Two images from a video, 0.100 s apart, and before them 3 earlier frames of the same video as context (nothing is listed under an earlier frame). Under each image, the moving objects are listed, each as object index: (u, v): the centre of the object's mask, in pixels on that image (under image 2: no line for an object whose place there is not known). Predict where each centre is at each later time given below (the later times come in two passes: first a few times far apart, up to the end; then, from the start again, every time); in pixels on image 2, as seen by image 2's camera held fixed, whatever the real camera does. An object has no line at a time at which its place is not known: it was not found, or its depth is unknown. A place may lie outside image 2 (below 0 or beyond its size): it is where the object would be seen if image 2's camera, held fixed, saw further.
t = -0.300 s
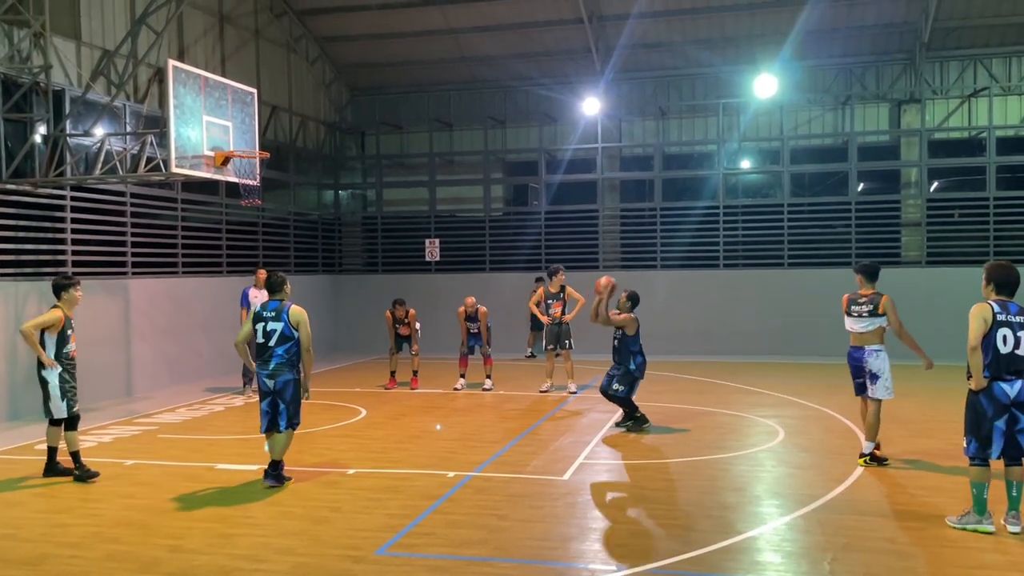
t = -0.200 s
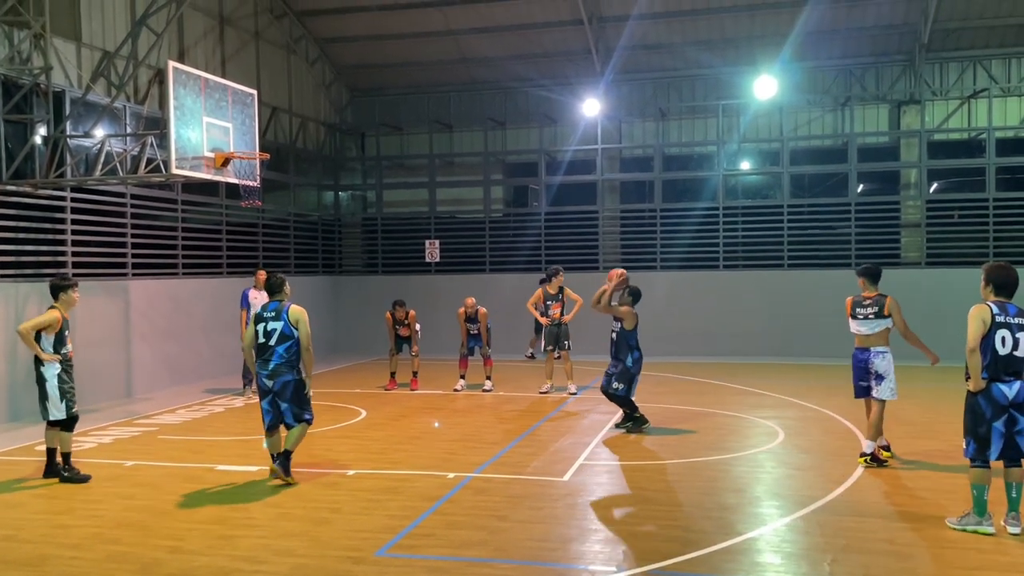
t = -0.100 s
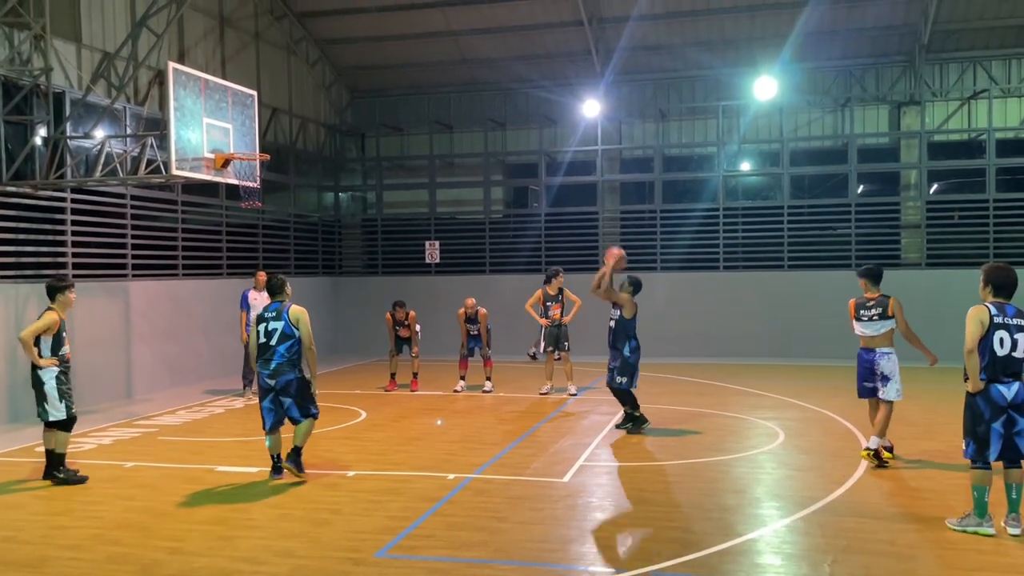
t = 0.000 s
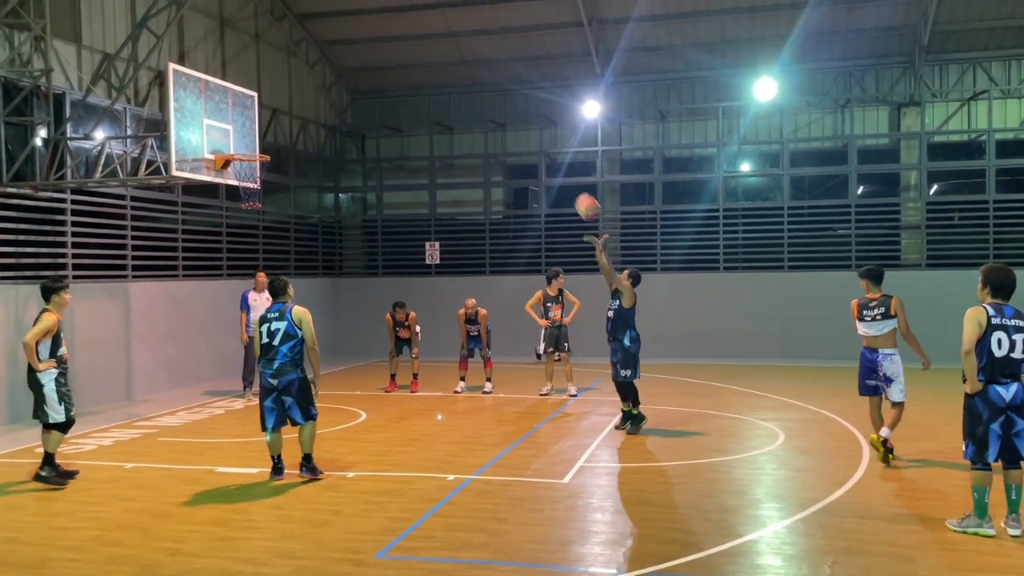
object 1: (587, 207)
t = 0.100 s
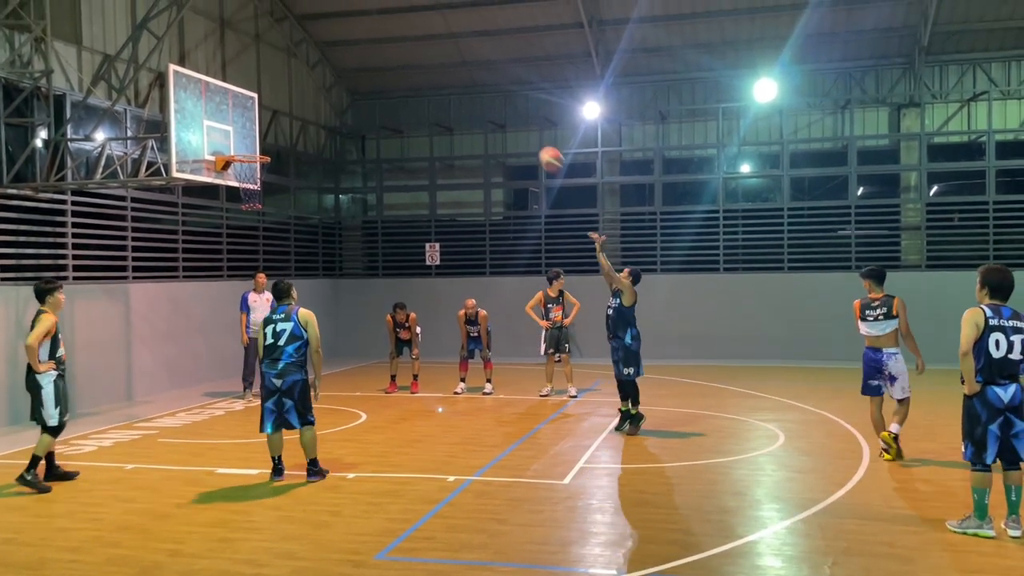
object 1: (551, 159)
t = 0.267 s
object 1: (494, 100)
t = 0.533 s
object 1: (408, 60)
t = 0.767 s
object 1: (338, 75)
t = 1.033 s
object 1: (265, 144)
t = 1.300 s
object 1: (236, 177)
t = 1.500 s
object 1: (249, 196)
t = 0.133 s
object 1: (539, 145)
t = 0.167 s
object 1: (527, 130)
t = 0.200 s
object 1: (517, 119)
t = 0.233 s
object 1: (505, 110)
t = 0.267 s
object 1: (494, 100)
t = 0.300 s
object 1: (483, 92)
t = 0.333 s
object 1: (473, 84)
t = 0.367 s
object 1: (461, 77)
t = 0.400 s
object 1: (451, 72)
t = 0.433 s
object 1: (440, 68)
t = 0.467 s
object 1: (429, 64)
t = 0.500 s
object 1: (419, 61)
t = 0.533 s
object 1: (408, 60)
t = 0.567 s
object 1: (398, 59)
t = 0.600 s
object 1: (388, 59)
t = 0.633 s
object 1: (378, 60)
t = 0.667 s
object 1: (368, 62)
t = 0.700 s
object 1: (358, 66)
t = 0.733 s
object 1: (348, 70)
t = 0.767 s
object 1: (338, 75)
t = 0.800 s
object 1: (329, 80)
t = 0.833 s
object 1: (319, 87)
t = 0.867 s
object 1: (310, 95)
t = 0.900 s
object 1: (300, 103)
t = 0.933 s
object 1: (291, 112)
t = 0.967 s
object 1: (282, 123)
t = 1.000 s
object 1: (273, 133)
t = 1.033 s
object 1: (265, 144)
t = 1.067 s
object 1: (258, 150)
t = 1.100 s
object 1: (250, 157)
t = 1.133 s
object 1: (245, 163)
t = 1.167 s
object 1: (237, 169)
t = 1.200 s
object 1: (235, 171)
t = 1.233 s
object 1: (234, 175)
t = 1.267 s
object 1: (235, 176)
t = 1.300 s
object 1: (236, 177)
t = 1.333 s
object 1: (237, 179)
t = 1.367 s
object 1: (239, 182)
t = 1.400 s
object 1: (241, 185)
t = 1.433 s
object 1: (243, 189)
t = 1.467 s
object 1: (246, 191)
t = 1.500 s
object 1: (249, 196)
